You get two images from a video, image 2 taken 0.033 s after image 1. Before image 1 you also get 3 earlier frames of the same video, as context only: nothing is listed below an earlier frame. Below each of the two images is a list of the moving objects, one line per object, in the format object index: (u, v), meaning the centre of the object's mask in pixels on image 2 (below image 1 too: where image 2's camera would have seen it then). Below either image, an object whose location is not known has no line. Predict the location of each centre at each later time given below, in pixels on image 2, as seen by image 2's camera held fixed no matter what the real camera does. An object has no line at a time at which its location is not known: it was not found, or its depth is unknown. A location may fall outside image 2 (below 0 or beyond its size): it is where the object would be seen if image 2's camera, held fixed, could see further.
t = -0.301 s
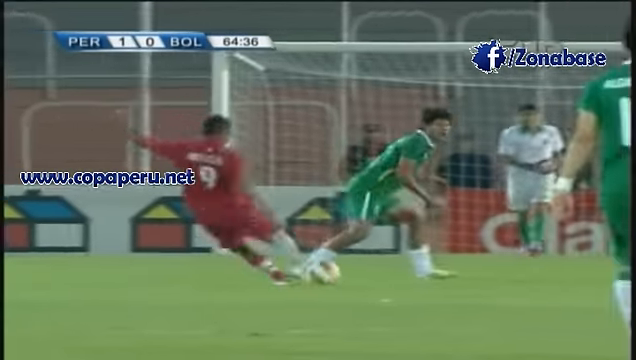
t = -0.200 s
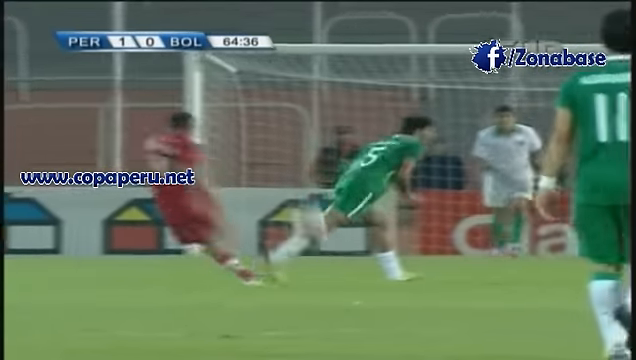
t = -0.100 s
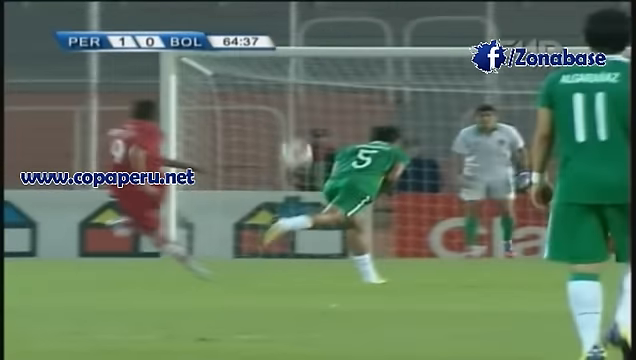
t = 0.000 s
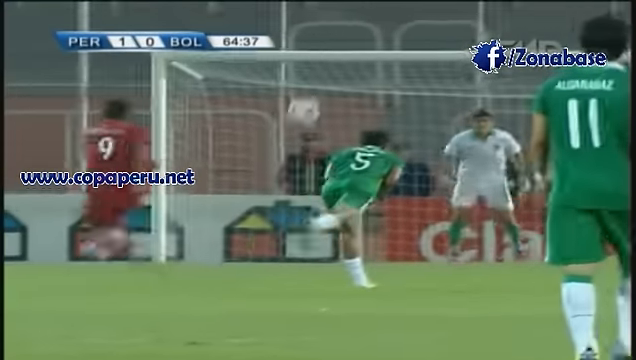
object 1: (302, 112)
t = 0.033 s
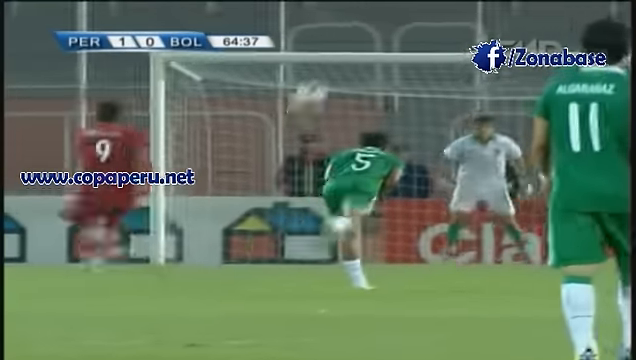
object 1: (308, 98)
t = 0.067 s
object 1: (321, 76)
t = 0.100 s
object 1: (328, 64)
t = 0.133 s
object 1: (338, 45)
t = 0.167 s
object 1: (342, 40)
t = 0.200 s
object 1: (353, 28)
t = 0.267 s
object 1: (376, 4)
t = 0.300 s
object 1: (386, -6)
